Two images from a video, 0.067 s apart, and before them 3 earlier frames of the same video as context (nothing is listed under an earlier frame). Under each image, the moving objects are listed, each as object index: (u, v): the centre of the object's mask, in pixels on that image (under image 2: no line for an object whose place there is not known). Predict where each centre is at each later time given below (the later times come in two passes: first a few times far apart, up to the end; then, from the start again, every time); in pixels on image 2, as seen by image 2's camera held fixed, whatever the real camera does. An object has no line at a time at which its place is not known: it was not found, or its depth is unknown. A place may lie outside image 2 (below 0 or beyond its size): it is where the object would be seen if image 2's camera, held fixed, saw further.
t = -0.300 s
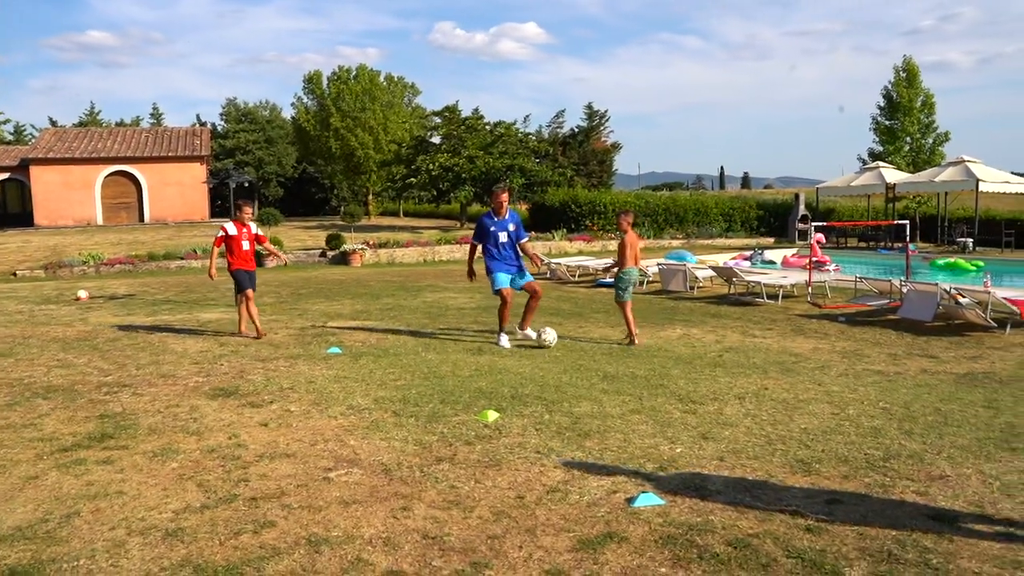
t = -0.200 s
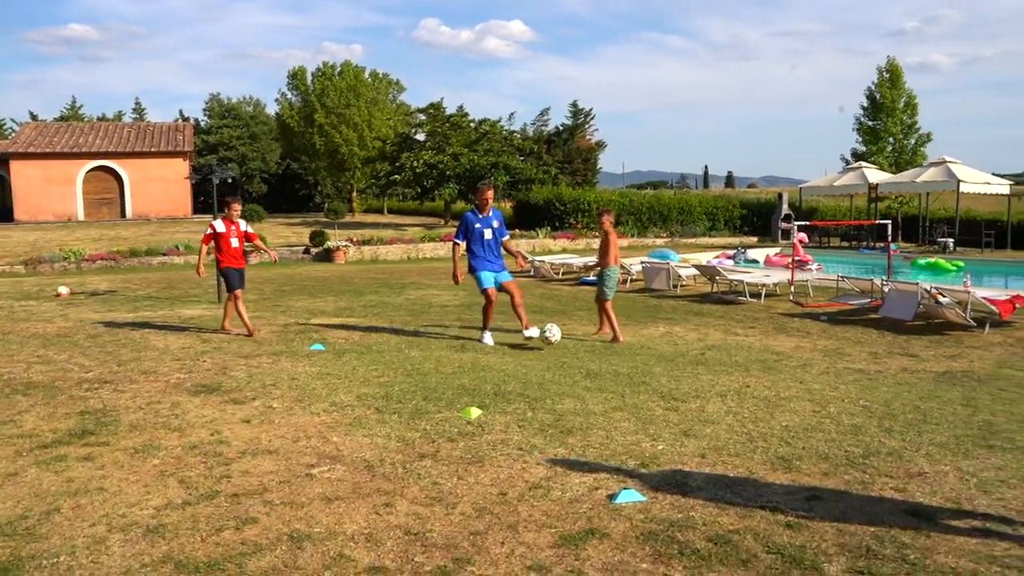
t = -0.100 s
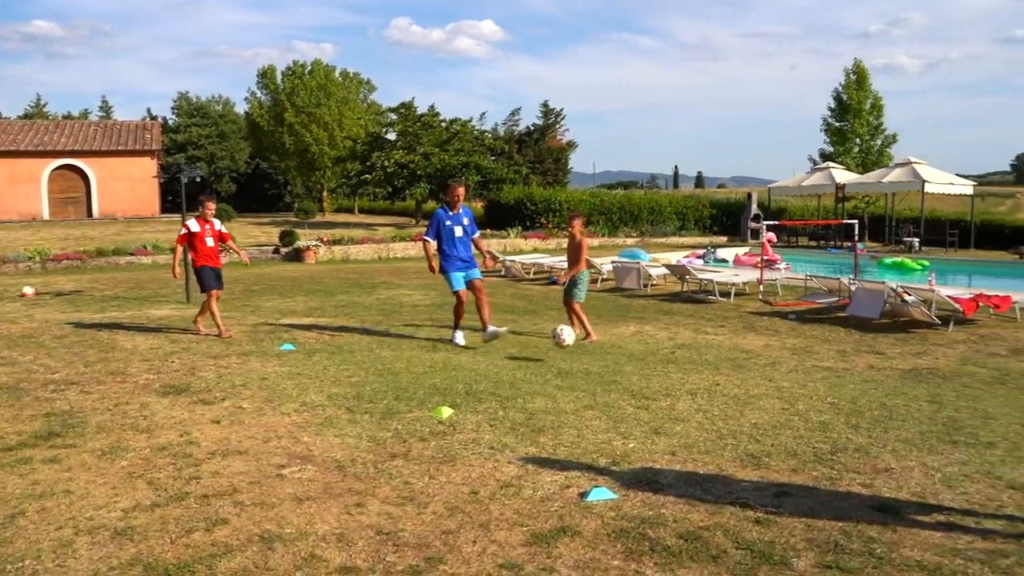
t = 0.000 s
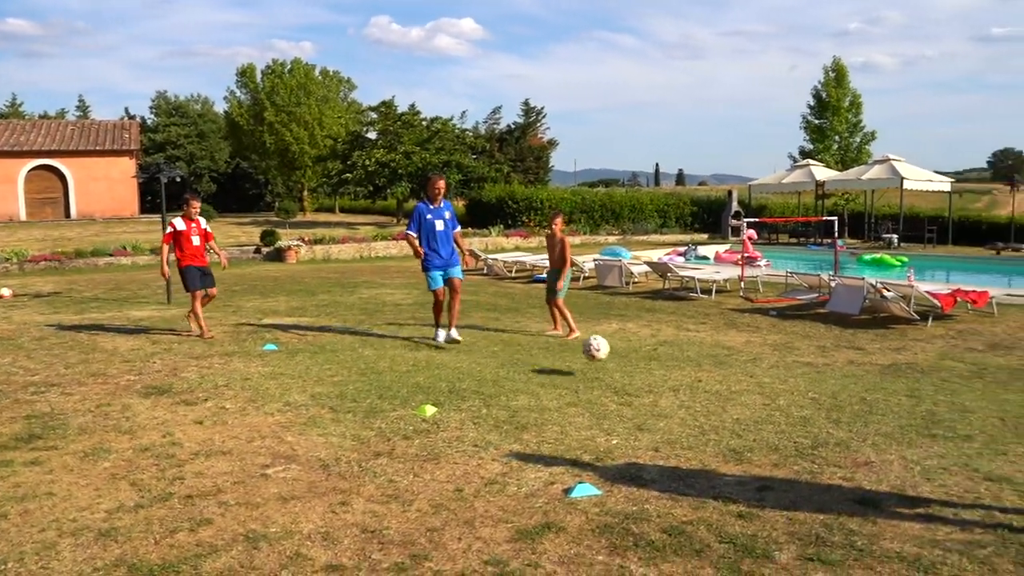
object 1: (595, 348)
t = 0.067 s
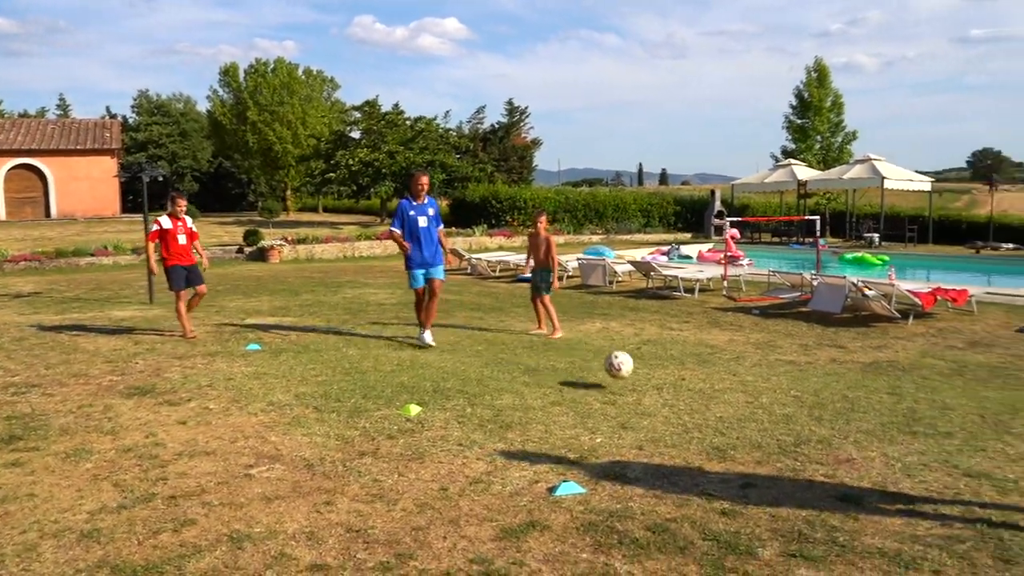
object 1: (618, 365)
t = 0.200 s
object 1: (707, 397)
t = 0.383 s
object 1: (851, 437)
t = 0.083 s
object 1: (629, 370)
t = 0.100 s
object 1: (640, 376)
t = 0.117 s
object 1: (651, 384)
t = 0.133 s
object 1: (663, 390)
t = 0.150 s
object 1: (673, 392)
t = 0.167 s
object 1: (685, 394)
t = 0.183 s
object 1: (695, 395)
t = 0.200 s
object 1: (707, 397)
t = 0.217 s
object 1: (718, 400)
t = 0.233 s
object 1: (731, 402)
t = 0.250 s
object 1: (743, 405)
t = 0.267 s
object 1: (755, 410)
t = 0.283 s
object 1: (769, 414)
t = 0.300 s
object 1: (783, 420)
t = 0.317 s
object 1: (797, 427)
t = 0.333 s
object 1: (811, 432)
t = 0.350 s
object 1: (825, 436)
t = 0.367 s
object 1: (838, 437)
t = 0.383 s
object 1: (851, 437)
